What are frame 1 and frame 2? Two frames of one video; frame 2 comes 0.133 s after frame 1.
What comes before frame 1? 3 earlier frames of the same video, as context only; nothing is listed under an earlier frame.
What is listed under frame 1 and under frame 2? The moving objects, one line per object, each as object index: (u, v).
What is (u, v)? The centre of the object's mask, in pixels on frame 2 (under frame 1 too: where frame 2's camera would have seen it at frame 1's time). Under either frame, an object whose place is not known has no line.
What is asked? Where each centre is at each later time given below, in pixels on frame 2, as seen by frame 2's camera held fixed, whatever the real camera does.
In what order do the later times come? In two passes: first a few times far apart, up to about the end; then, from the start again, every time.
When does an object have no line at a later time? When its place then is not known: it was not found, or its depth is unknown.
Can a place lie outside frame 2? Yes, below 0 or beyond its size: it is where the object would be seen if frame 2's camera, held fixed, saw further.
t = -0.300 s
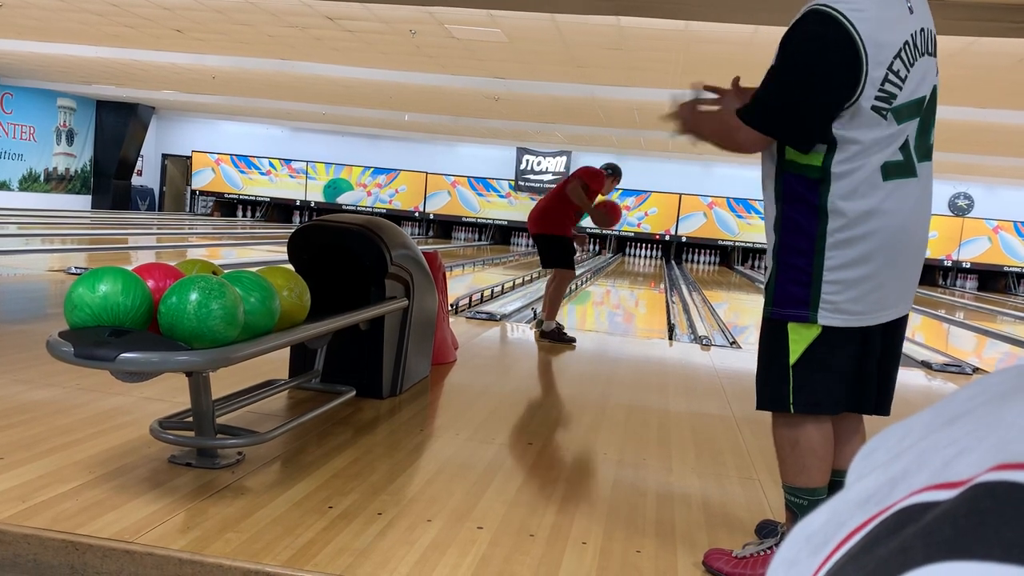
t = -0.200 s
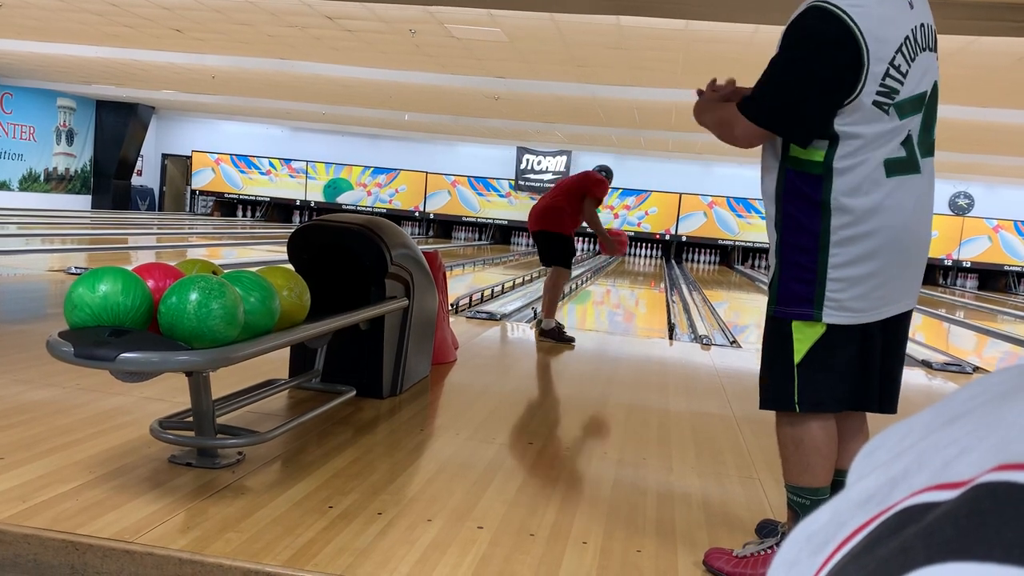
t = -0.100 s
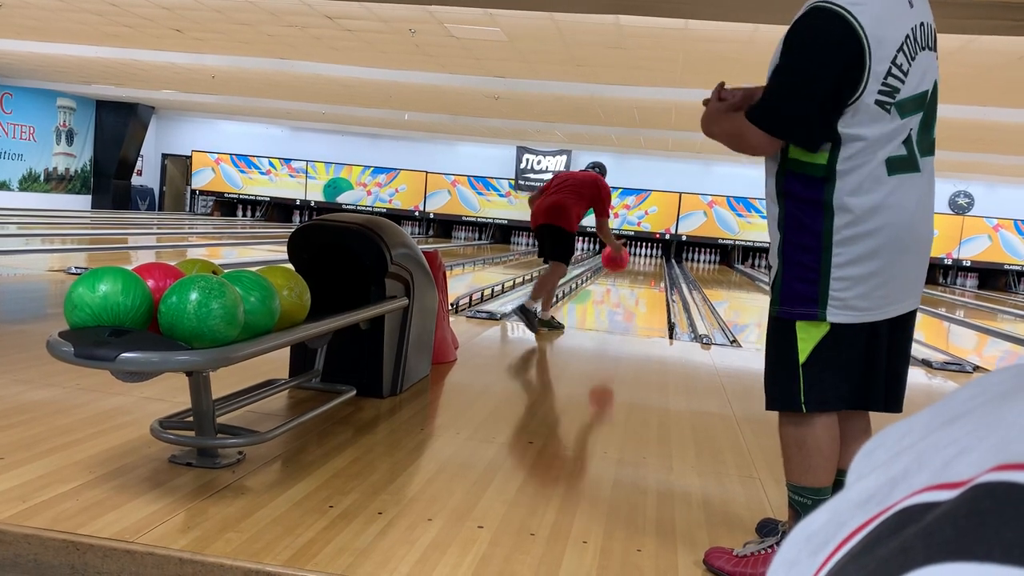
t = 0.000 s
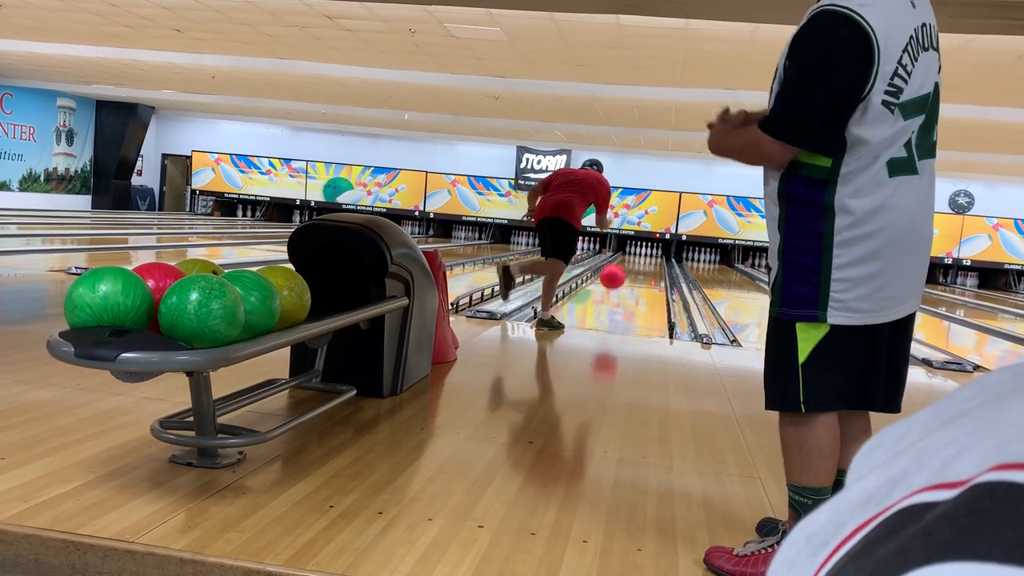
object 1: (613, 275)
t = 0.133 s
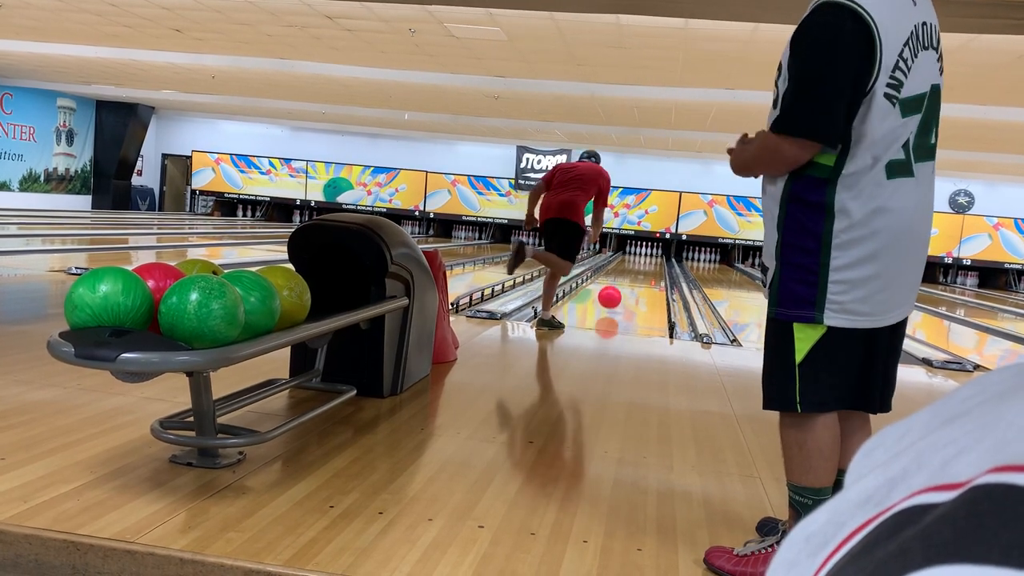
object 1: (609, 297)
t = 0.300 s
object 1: (610, 287)
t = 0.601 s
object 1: (609, 282)
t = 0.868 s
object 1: (609, 275)
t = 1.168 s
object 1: (610, 269)
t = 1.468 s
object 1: (610, 265)
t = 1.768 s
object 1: (614, 261)
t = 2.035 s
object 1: (622, 259)
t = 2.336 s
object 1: (629, 258)
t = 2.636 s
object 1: (635, 256)
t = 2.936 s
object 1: (639, 254)
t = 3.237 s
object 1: (642, 253)
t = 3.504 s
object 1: (643, 252)
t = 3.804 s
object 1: (648, 251)
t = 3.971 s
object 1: (649, 252)
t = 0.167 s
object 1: (610, 292)
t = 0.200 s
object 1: (610, 289)
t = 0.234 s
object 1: (610, 287)
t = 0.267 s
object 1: (610, 287)
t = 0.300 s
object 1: (610, 287)
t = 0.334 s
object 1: (609, 288)
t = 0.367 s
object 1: (609, 289)
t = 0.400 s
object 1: (609, 288)
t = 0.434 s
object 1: (609, 287)
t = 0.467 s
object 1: (609, 286)
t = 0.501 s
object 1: (609, 285)
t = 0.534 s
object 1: (609, 284)
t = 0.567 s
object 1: (609, 283)
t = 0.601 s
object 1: (609, 282)
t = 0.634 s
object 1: (609, 281)
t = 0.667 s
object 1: (609, 280)
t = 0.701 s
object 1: (609, 279)
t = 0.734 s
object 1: (609, 278)
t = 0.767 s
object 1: (609, 277)
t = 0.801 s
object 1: (609, 276)
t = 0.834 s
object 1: (609, 275)
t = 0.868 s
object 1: (609, 275)
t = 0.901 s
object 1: (609, 274)
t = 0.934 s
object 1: (609, 273)
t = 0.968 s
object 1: (609, 273)
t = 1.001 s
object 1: (609, 272)
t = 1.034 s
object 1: (610, 271)
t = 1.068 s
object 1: (610, 271)
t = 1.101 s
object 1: (610, 271)
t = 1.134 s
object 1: (609, 270)
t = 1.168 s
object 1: (610, 269)
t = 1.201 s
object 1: (610, 269)
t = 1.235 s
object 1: (610, 268)
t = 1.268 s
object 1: (609, 268)
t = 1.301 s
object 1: (610, 267)
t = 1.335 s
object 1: (610, 267)
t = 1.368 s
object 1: (610, 267)
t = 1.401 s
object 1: (610, 266)
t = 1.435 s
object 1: (610, 265)
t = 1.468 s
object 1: (610, 265)
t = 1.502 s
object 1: (610, 264)
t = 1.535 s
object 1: (610, 264)
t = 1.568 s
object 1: (610, 263)
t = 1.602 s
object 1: (610, 263)
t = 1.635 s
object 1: (610, 262)
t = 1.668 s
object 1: (611, 262)
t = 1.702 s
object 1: (612, 262)
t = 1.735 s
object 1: (613, 262)
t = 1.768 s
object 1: (614, 261)
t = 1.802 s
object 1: (615, 261)
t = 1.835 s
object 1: (616, 261)
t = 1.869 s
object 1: (617, 261)
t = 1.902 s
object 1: (618, 260)
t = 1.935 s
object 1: (619, 260)
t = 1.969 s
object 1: (620, 260)
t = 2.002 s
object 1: (622, 259)
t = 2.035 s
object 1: (622, 259)
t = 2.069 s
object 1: (622, 259)
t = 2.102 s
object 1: (623, 259)
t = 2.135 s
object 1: (624, 259)
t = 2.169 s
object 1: (625, 258)
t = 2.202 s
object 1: (626, 258)
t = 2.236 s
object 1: (627, 258)
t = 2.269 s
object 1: (627, 258)
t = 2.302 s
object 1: (628, 258)
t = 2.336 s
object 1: (629, 258)
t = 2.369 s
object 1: (629, 258)
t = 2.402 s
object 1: (630, 257)
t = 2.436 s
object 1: (630, 257)
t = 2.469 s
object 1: (631, 257)
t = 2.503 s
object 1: (633, 257)
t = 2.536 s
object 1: (633, 257)
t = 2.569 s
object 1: (633, 257)
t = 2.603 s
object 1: (634, 257)
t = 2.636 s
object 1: (635, 256)
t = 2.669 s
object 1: (635, 256)
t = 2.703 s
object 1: (636, 256)
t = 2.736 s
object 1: (636, 256)
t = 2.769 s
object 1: (636, 256)
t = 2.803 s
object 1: (637, 255)
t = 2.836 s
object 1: (638, 255)
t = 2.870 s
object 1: (638, 255)
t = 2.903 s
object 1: (638, 254)
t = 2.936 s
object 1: (639, 254)
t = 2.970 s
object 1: (639, 254)
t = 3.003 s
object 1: (640, 254)
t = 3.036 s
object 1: (640, 253)
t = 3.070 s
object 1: (640, 253)
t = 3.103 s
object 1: (641, 253)
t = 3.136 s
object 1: (641, 253)
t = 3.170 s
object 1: (641, 253)
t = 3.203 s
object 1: (642, 253)
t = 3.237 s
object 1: (642, 253)
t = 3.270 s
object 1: (642, 253)
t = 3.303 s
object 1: (643, 252)
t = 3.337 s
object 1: (643, 252)
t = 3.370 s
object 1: (643, 252)
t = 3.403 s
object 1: (643, 252)
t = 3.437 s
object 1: (643, 253)
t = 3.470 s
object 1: (643, 252)
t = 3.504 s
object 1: (643, 252)
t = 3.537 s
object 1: (643, 252)
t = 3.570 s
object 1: (645, 252)
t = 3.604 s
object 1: (645, 252)
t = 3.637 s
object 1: (646, 252)
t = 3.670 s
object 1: (647, 252)
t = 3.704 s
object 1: (647, 252)
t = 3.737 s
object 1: (647, 252)
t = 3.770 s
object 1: (647, 252)
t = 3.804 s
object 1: (648, 251)
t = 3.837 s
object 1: (648, 252)
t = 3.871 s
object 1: (648, 251)
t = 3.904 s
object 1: (648, 252)
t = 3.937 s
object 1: (648, 251)
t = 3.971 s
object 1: (649, 252)
